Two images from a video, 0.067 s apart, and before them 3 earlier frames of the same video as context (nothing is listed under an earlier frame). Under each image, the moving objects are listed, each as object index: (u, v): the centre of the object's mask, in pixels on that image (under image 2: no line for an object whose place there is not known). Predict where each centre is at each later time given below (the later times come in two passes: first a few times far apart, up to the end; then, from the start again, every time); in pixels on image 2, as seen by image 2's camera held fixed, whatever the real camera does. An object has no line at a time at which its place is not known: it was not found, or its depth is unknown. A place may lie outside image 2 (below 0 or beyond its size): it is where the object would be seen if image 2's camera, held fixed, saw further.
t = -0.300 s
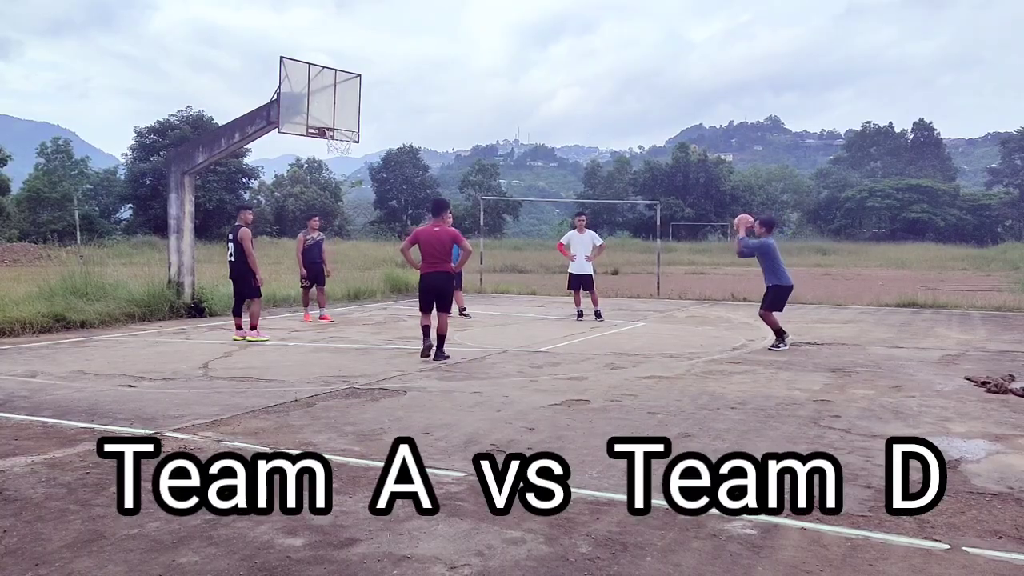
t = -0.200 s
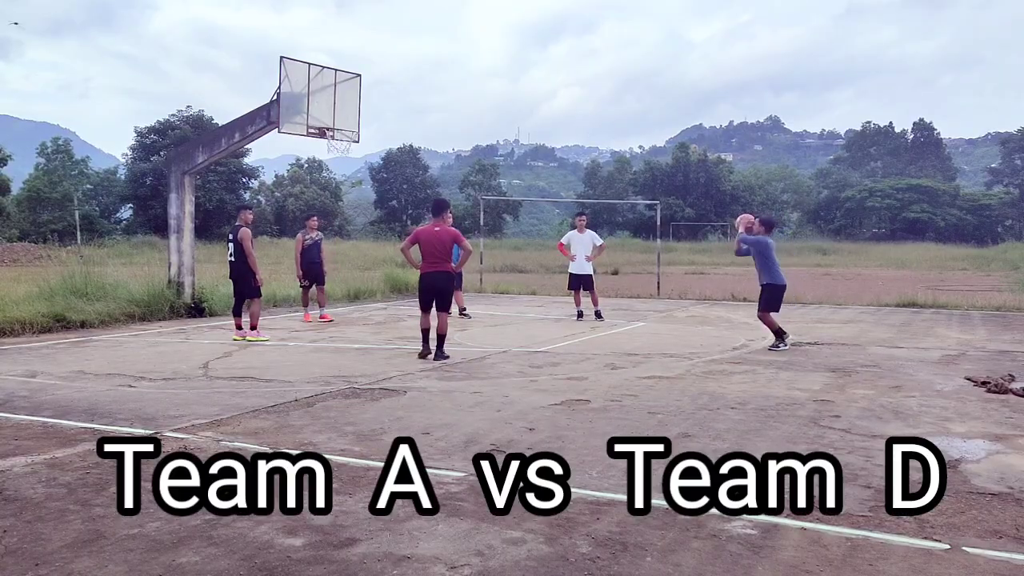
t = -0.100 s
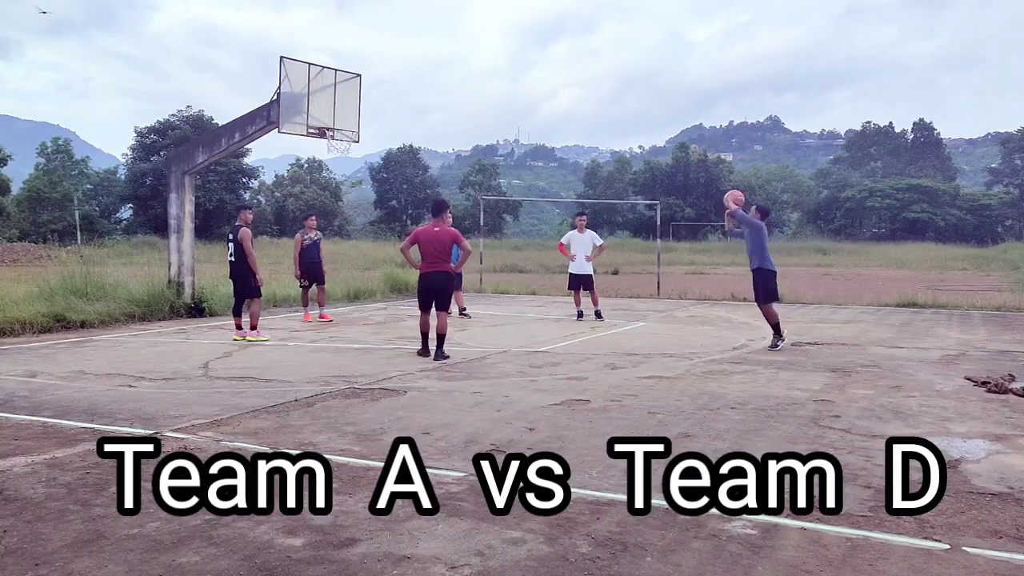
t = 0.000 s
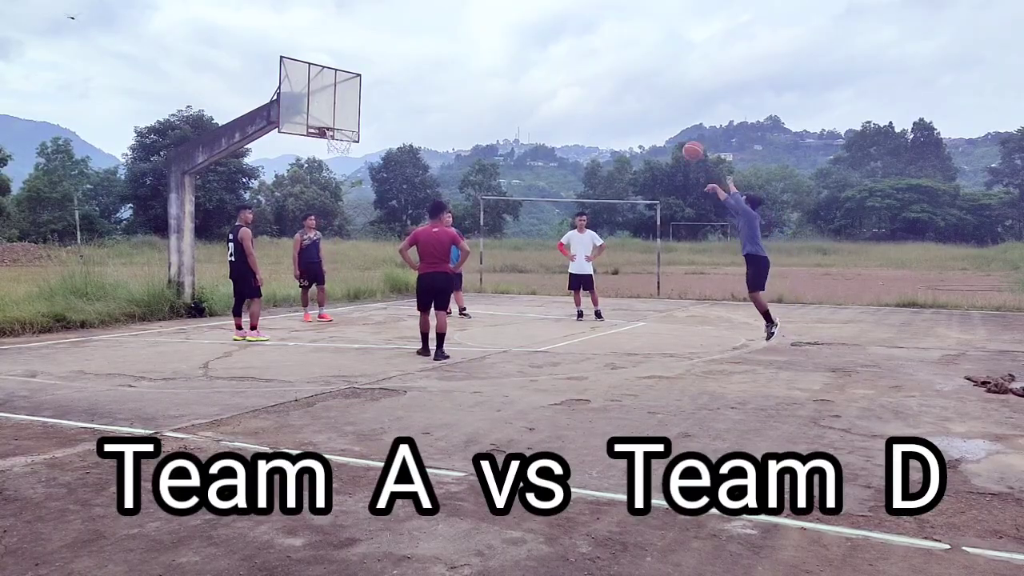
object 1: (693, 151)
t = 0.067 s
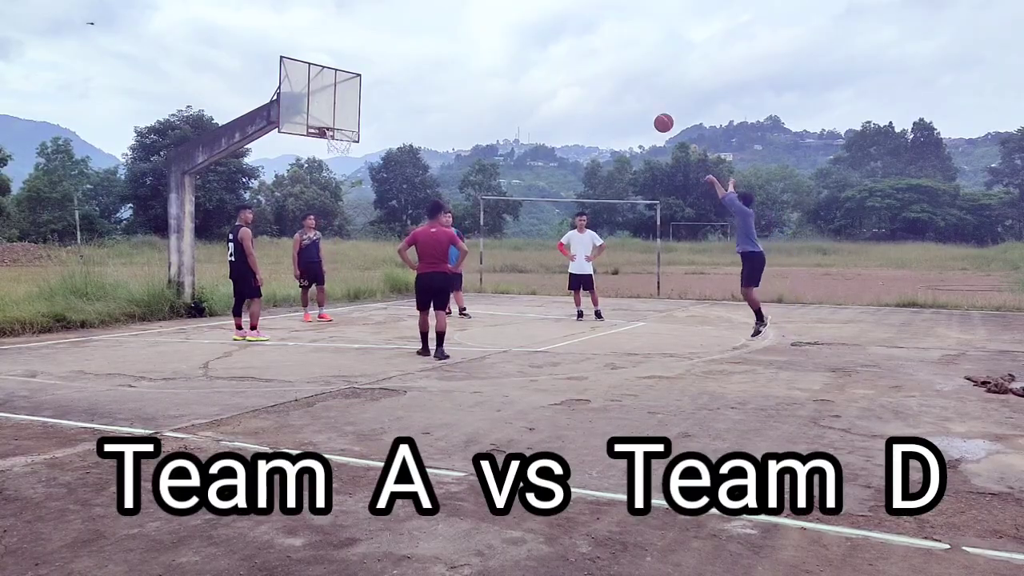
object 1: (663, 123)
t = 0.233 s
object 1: (594, 71)
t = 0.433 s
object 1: (518, 42)
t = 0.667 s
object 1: (437, 46)
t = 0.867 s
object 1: (374, 79)
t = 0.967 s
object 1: (345, 105)
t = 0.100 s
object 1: (649, 110)
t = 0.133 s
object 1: (635, 99)
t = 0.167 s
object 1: (621, 89)
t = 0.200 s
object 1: (608, 80)
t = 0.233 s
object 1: (594, 71)
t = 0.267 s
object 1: (581, 64)
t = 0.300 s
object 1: (568, 58)
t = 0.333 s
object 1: (555, 52)
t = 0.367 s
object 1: (543, 48)
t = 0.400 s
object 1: (530, 44)
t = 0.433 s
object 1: (518, 42)
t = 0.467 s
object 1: (506, 40)
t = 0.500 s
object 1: (494, 39)
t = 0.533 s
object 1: (482, 39)
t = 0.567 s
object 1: (470, 39)
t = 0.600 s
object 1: (459, 41)
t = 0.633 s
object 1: (448, 43)
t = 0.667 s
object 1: (437, 46)
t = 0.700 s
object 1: (426, 50)
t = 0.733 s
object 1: (415, 54)
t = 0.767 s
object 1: (405, 59)
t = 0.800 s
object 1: (394, 65)
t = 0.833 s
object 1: (384, 72)
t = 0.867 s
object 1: (374, 79)
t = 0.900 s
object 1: (365, 87)
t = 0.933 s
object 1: (355, 96)
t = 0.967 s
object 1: (345, 105)
